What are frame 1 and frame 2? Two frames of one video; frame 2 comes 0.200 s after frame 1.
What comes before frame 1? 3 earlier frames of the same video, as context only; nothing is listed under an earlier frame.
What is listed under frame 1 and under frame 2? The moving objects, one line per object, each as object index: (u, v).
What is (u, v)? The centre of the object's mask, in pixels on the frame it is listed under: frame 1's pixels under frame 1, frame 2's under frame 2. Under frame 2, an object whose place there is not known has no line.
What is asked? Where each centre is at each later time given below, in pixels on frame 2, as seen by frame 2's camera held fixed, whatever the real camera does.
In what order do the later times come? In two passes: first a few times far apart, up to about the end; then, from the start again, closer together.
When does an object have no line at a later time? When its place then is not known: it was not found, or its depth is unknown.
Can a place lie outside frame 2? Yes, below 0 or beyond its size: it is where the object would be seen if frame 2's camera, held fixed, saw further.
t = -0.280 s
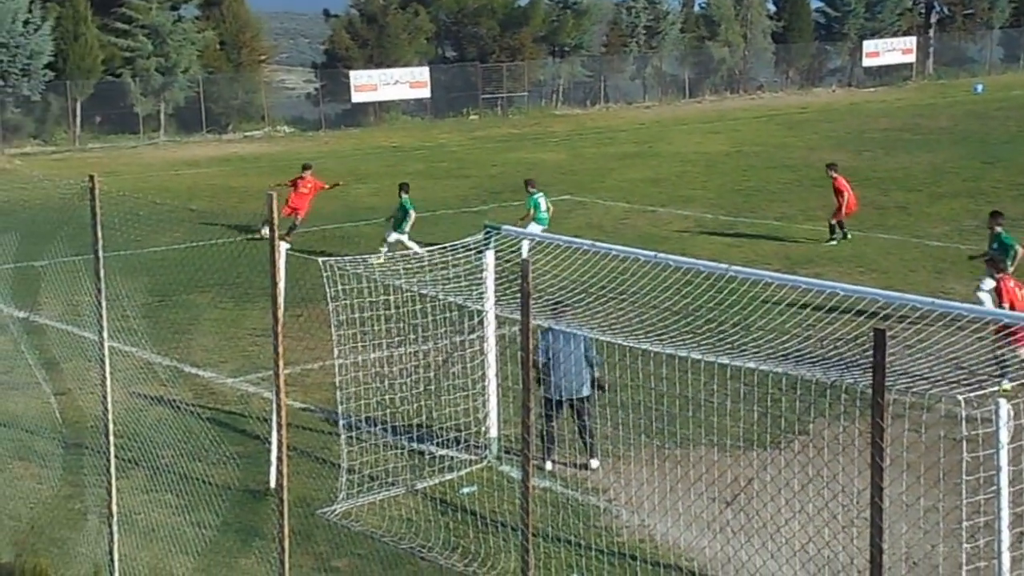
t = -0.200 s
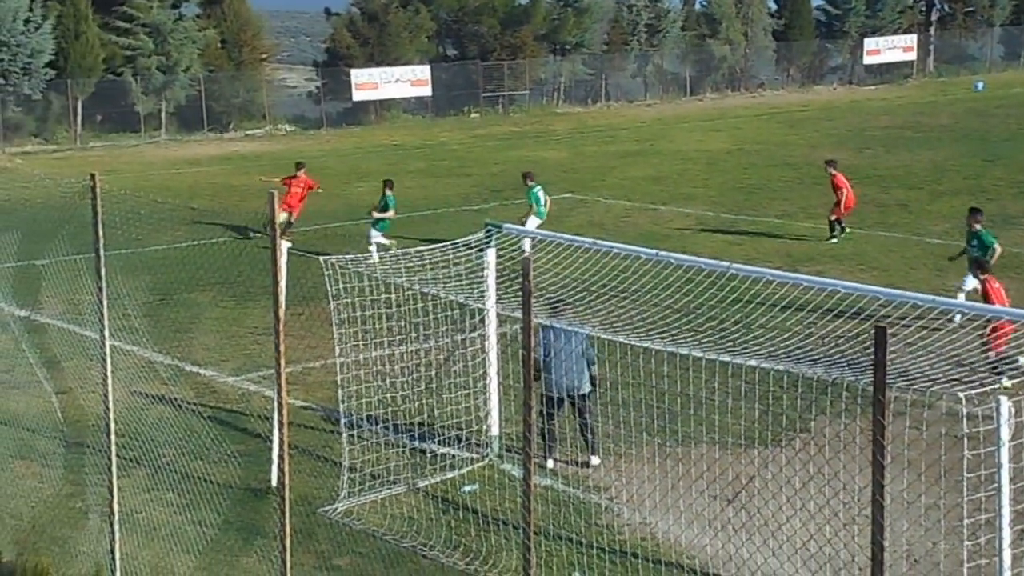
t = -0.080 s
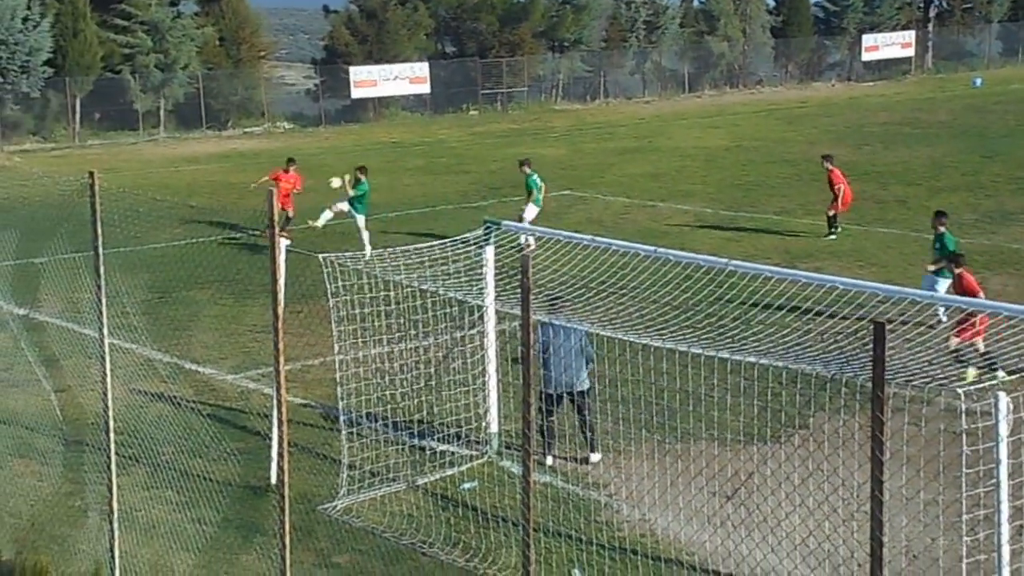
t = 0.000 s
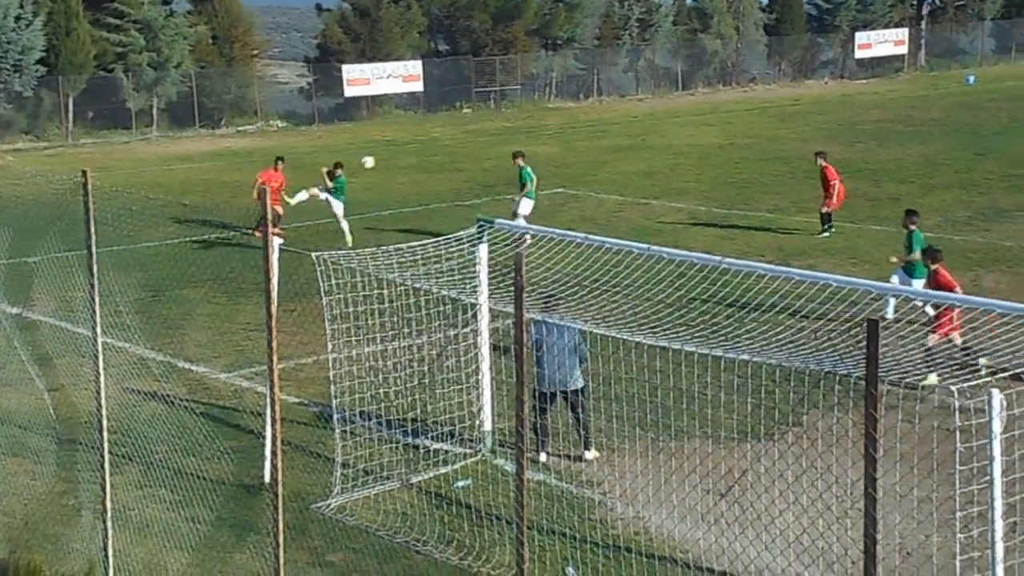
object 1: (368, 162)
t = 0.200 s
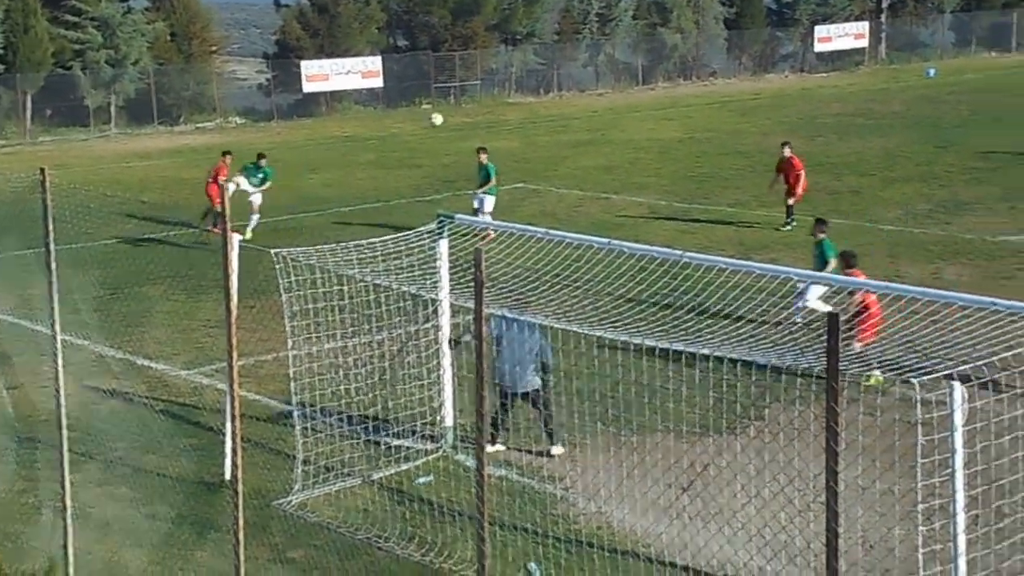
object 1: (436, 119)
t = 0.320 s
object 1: (507, 102)
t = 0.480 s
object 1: (612, 91)
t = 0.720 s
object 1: (793, 99)
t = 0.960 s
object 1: (1010, 145)
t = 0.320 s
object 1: (507, 102)
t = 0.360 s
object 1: (532, 99)
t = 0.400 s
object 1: (558, 95)
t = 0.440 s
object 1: (584, 93)
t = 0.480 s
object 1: (612, 91)
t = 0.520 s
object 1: (639, 90)
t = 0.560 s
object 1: (668, 90)
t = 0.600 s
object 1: (698, 91)
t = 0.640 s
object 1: (728, 93)
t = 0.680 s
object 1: (760, 96)
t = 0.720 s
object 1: (793, 99)
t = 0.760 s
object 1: (827, 104)
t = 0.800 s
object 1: (861, 110)
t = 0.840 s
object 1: (897, 116)
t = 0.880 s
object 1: (933, 125)
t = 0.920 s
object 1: (971, 134)
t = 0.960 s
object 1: (1010, 145)
